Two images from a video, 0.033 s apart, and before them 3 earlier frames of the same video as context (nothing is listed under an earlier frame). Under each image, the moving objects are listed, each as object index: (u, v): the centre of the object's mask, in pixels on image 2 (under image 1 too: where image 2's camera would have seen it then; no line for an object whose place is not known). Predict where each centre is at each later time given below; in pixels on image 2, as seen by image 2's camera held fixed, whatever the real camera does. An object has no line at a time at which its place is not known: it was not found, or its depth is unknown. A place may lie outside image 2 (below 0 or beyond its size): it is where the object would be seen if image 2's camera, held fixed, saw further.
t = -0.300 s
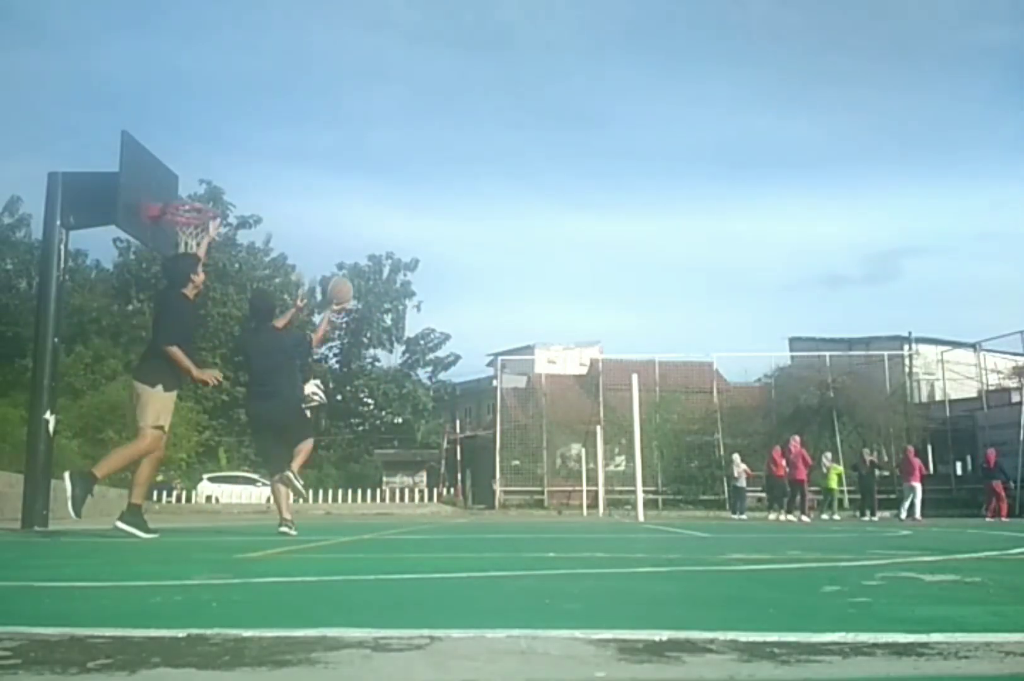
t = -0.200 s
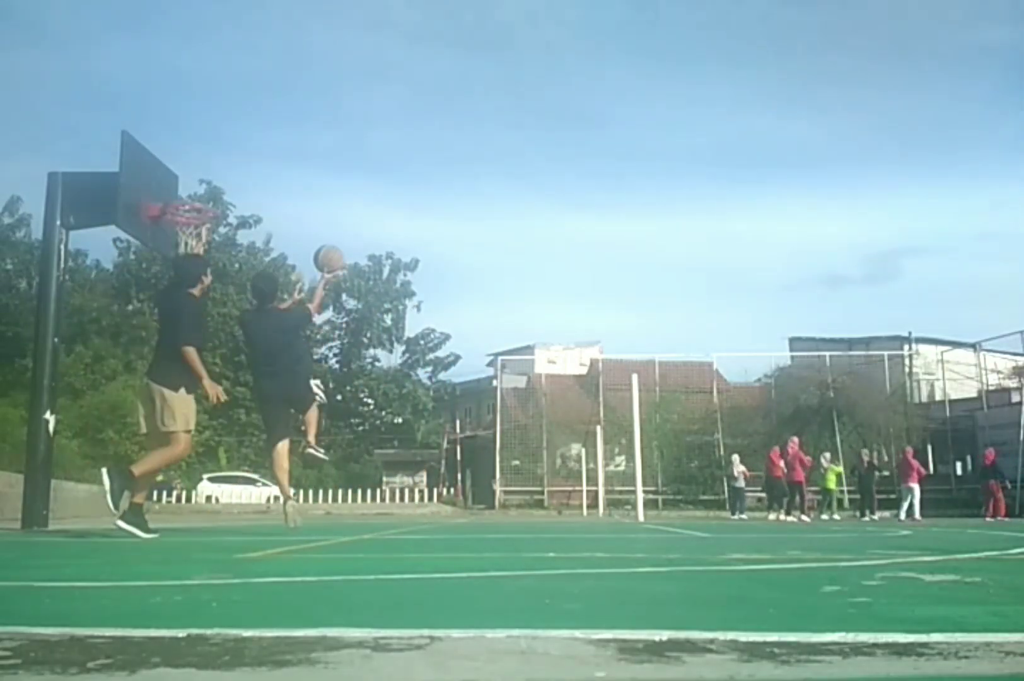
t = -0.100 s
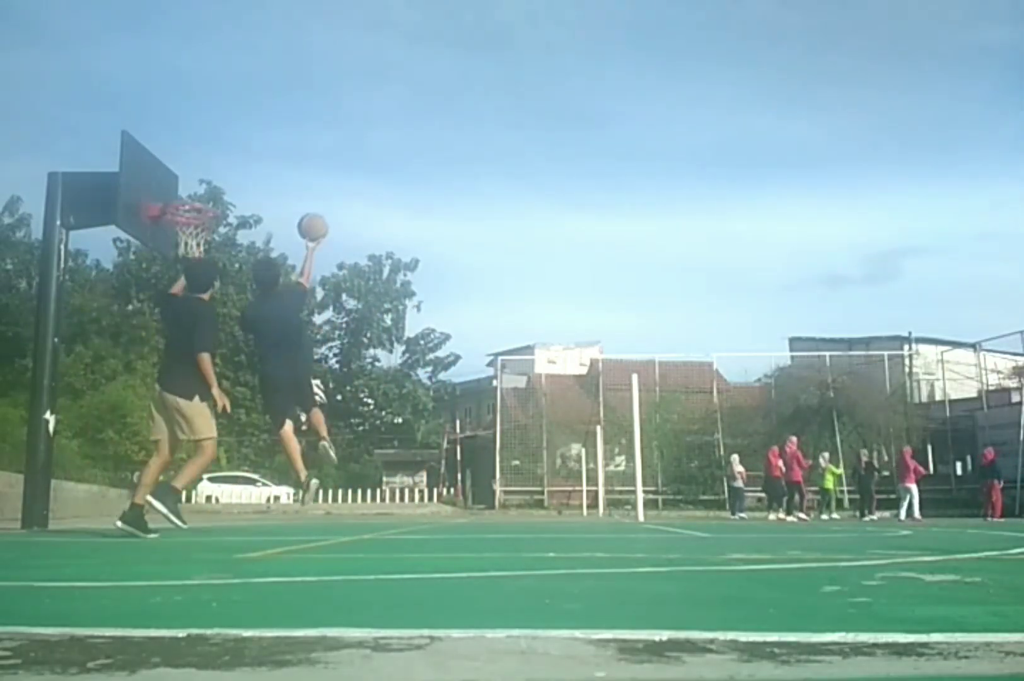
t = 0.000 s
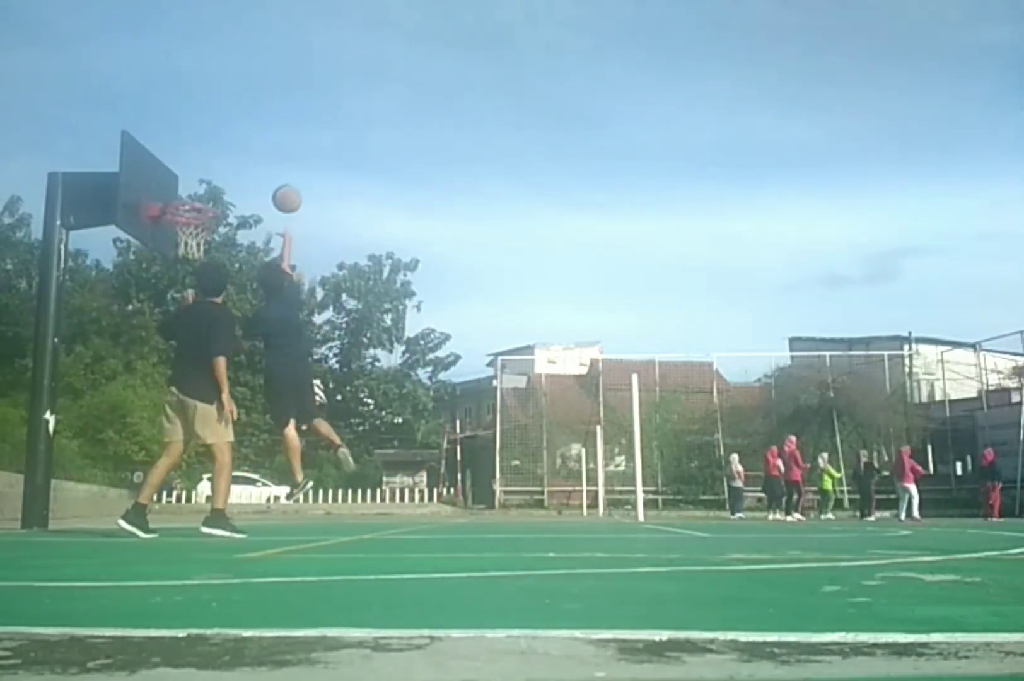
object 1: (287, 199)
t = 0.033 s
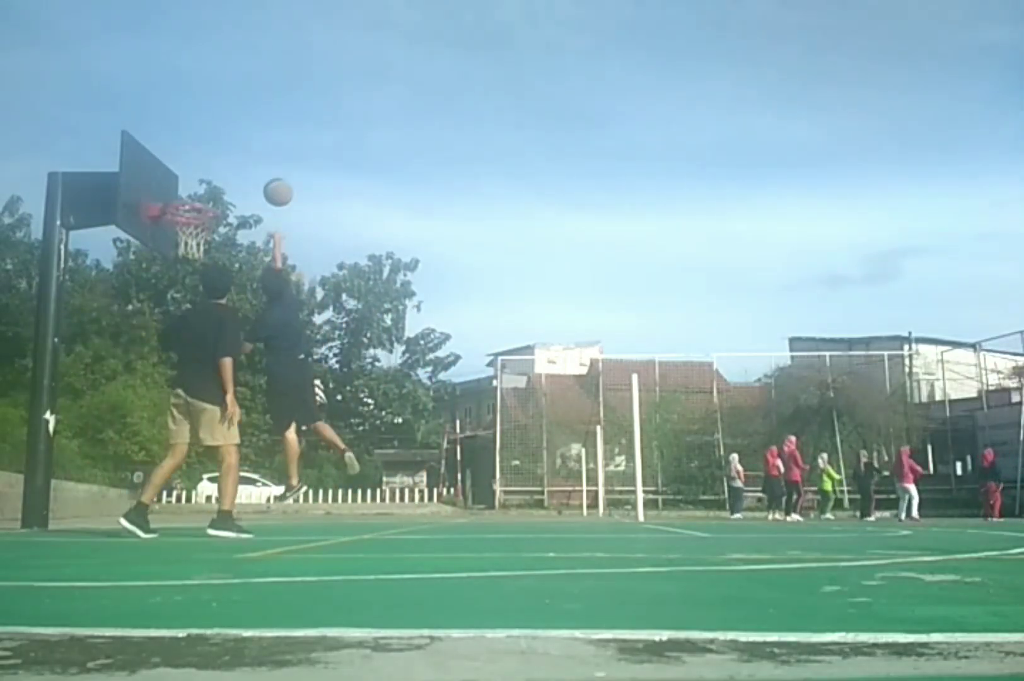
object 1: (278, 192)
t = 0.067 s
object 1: (269, 187)
